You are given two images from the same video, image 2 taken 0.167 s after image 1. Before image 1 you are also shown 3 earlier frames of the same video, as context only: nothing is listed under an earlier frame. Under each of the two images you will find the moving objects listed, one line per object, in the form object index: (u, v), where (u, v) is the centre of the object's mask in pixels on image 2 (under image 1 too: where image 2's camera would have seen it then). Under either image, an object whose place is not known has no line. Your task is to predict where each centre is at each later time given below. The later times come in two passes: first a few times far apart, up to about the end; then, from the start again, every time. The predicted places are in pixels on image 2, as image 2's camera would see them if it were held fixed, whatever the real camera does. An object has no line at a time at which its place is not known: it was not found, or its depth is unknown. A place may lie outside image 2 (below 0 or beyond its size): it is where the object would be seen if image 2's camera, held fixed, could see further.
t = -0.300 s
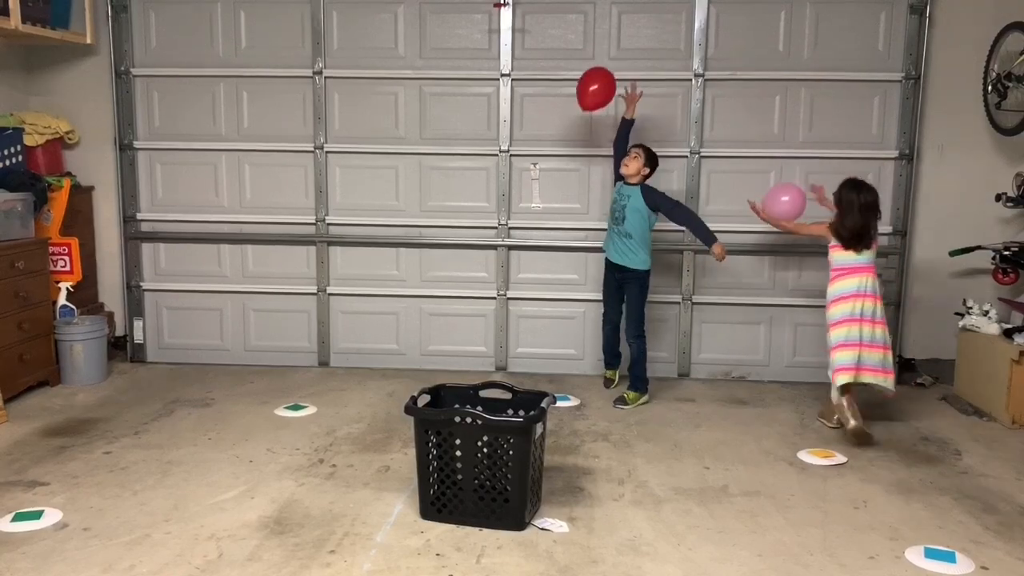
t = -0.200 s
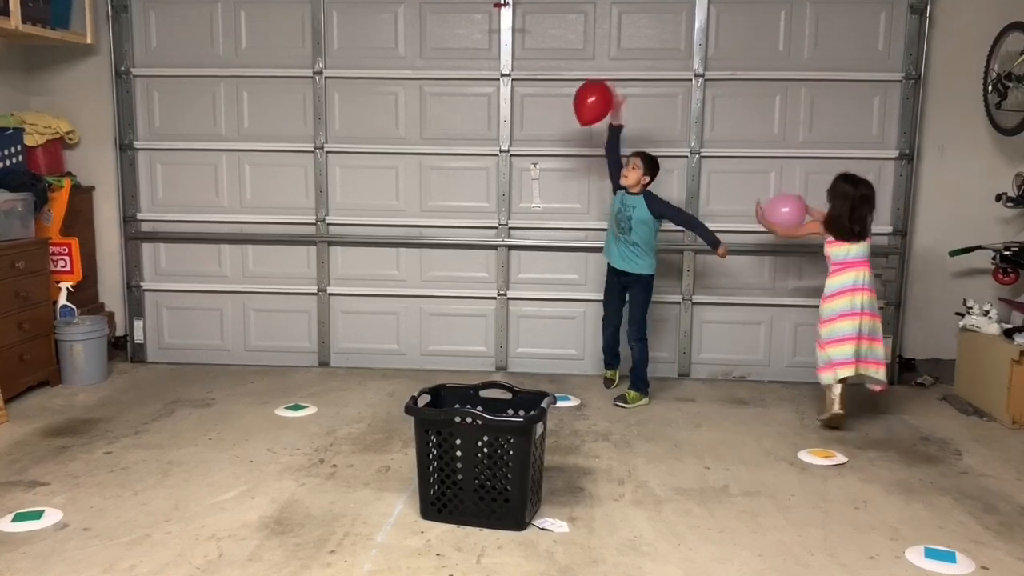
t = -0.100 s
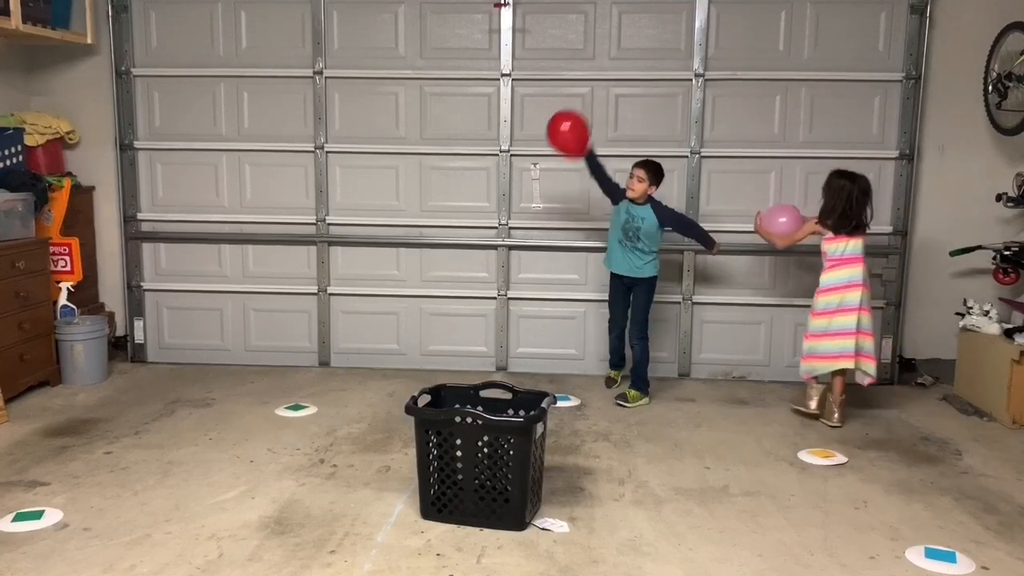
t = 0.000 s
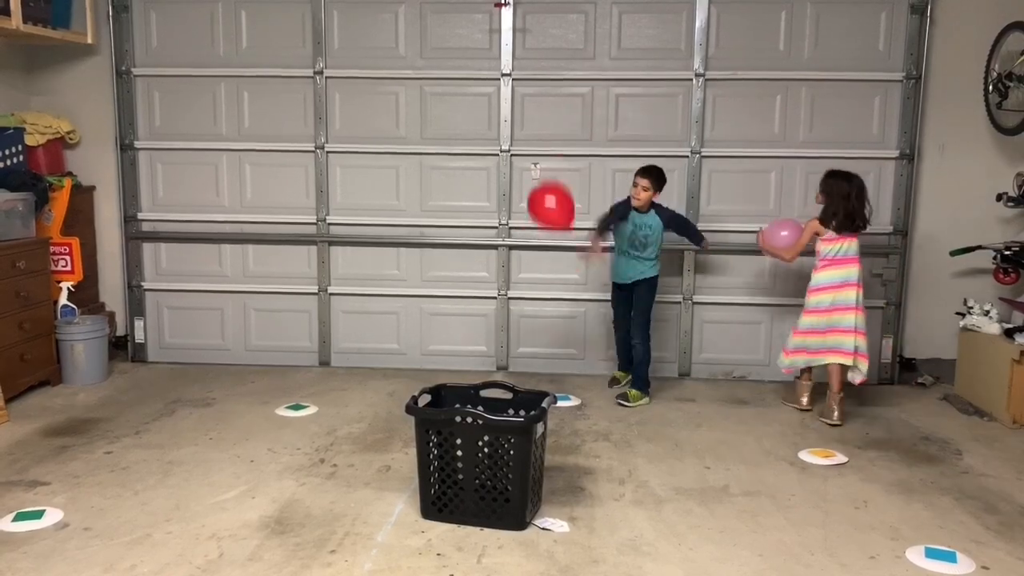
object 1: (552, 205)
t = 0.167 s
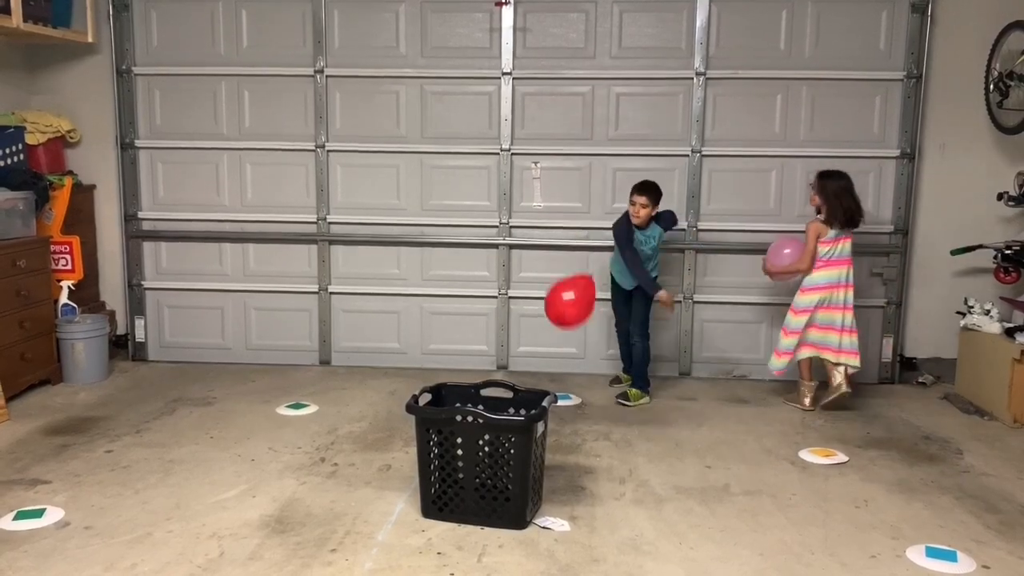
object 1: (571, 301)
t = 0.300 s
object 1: (585, 351)
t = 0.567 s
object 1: (607, 441)
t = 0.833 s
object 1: (640, 425)
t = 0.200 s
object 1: (575, 315)
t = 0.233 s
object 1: (578, 328)
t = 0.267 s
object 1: (582, 340)
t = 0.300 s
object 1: (585, 351)
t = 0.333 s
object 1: (589, 363)
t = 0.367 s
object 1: (592, 374)
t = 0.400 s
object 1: (595, 385)
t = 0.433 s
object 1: (598, 396)
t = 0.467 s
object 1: (600, 408)
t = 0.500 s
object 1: (603, 419)
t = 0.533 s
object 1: (605, 430)
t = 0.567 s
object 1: (607, 441)
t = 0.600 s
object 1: (608, 454)
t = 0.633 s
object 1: (611, 458)
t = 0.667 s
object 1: (616, 454)
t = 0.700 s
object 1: (622, 444)
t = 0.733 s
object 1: (627, 439)
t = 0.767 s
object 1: (631, 435)
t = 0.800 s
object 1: (636, 430)
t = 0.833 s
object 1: (640, 425)
